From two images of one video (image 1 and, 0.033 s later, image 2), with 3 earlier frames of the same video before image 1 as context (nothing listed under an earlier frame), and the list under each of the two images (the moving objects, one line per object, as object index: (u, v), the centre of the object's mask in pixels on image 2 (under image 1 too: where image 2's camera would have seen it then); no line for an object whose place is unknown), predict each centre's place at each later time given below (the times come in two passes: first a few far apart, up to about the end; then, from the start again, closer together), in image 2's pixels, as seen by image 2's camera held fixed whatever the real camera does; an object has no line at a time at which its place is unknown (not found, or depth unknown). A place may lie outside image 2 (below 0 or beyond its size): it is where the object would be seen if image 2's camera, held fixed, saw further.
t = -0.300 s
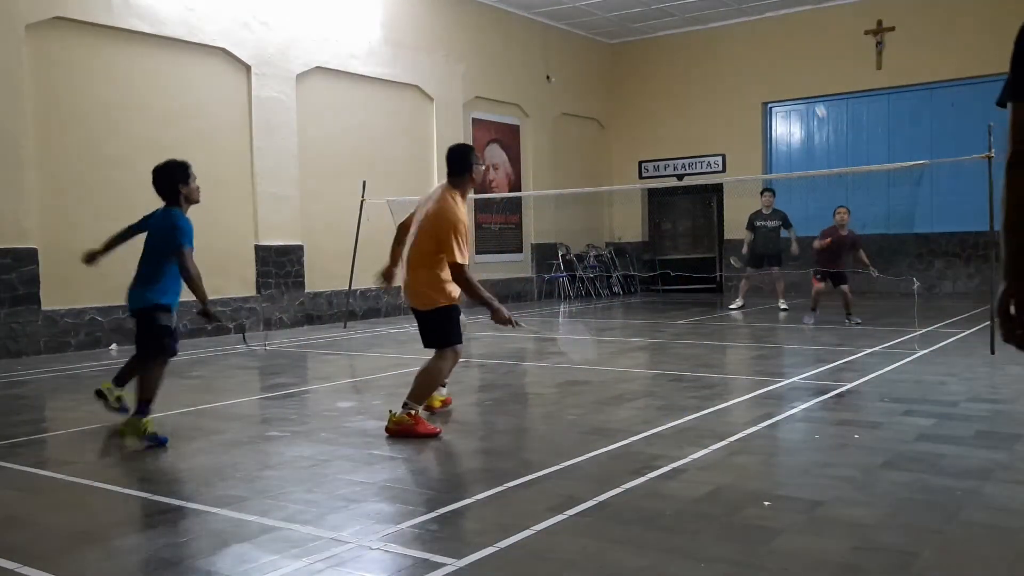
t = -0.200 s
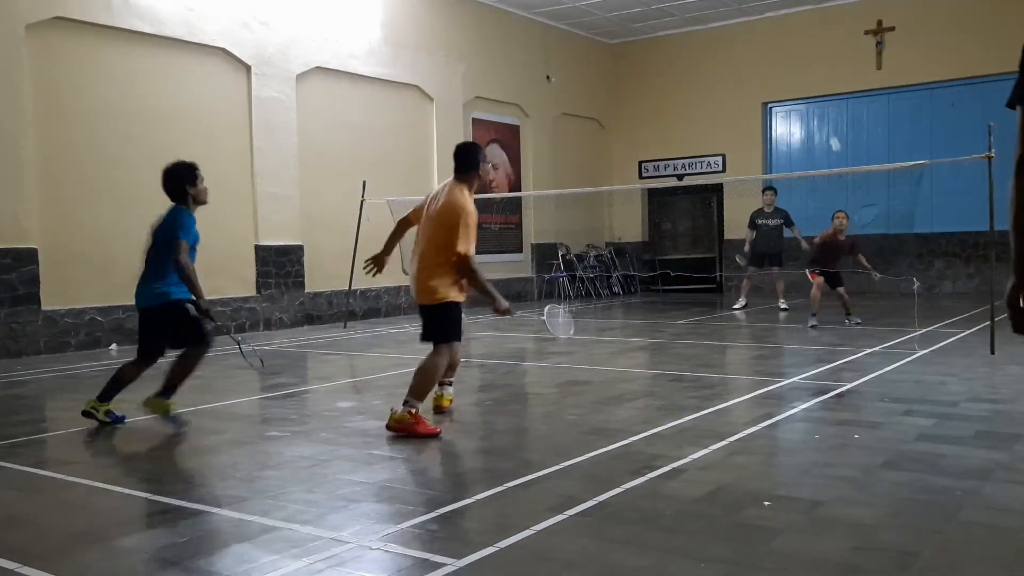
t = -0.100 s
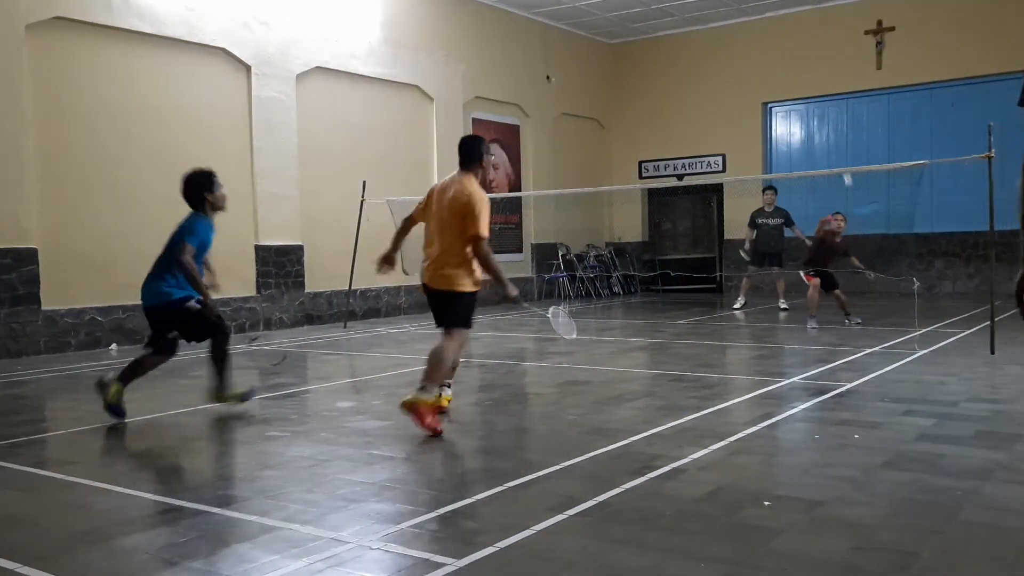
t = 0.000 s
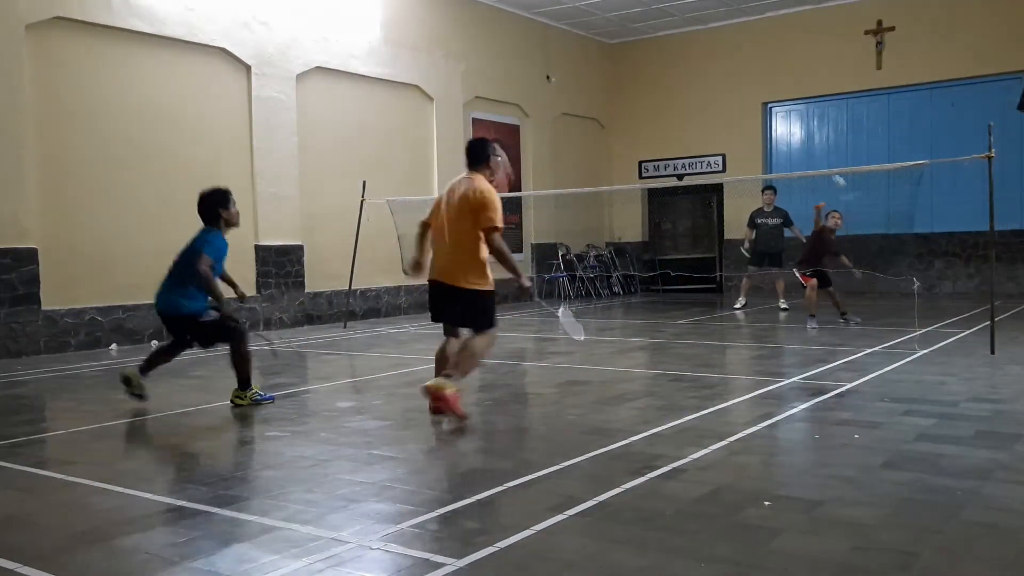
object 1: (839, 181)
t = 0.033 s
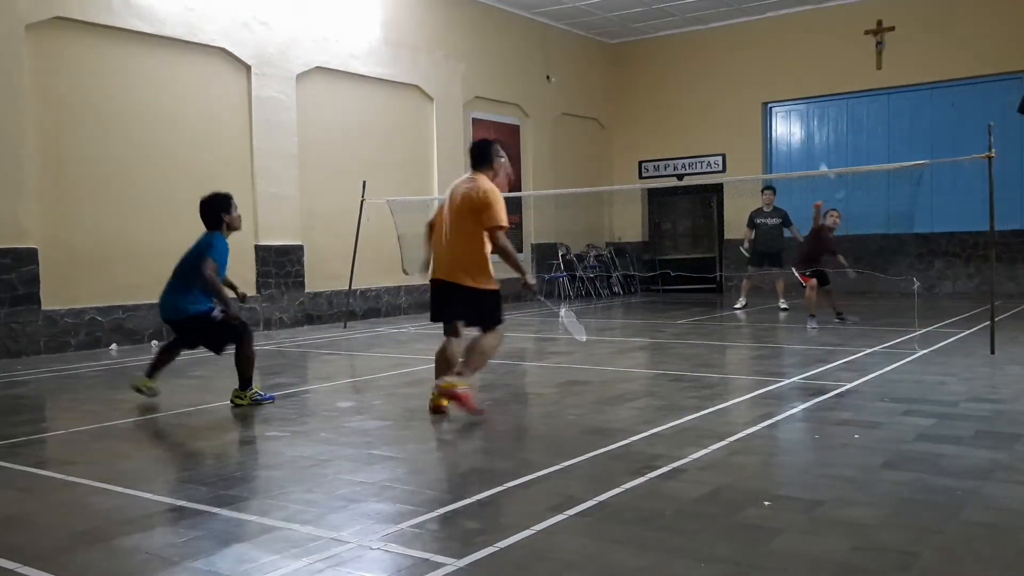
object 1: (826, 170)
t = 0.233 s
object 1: (778, 118)
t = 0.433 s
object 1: (734, 114)
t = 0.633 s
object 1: (695, 151)
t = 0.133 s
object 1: (799, 139)
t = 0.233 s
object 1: (778, 118)
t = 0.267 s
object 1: (769, 113)
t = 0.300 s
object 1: (763, 111)
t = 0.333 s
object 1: (755, 110)
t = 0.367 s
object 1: (748, 110)
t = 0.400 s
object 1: (741, 112)
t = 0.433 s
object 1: (734, 114)
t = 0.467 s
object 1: (727, 117)
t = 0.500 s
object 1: (720, 122)
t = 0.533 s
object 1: (714, 127)
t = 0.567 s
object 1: (708, 134)
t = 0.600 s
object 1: (702, 142)
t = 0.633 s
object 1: (695, 151)
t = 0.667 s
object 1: (690, 160)
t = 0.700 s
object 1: (683, 173)
